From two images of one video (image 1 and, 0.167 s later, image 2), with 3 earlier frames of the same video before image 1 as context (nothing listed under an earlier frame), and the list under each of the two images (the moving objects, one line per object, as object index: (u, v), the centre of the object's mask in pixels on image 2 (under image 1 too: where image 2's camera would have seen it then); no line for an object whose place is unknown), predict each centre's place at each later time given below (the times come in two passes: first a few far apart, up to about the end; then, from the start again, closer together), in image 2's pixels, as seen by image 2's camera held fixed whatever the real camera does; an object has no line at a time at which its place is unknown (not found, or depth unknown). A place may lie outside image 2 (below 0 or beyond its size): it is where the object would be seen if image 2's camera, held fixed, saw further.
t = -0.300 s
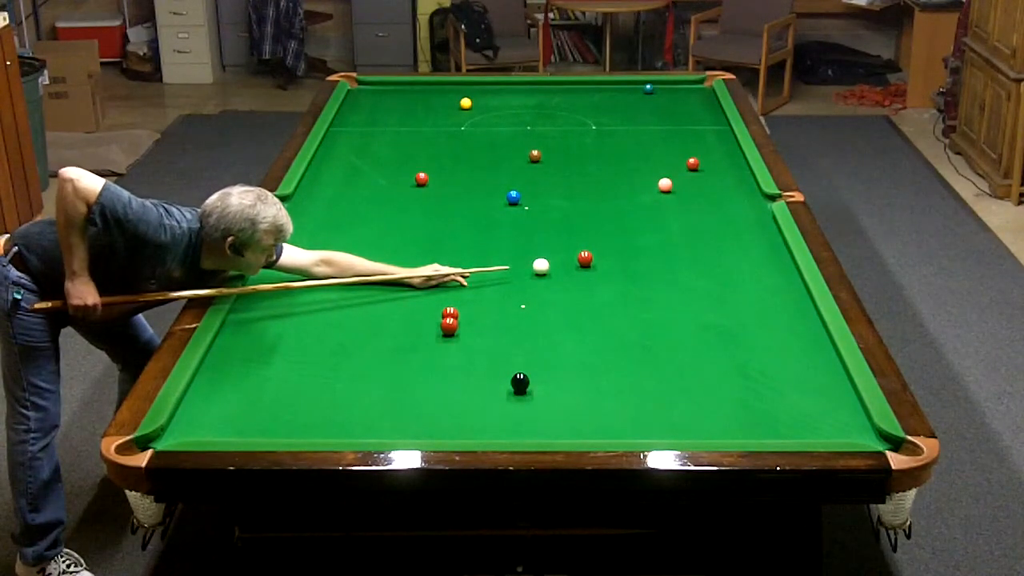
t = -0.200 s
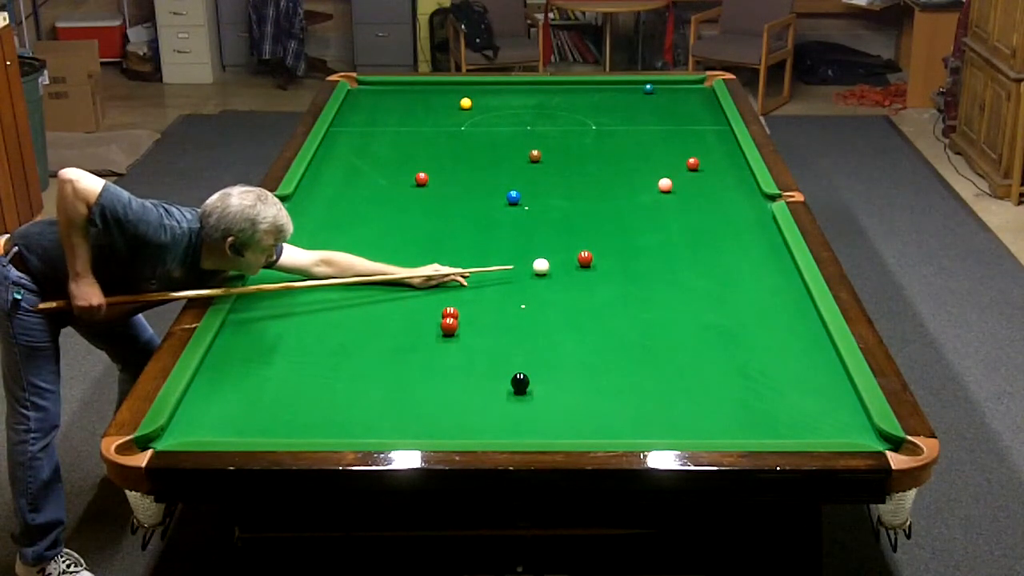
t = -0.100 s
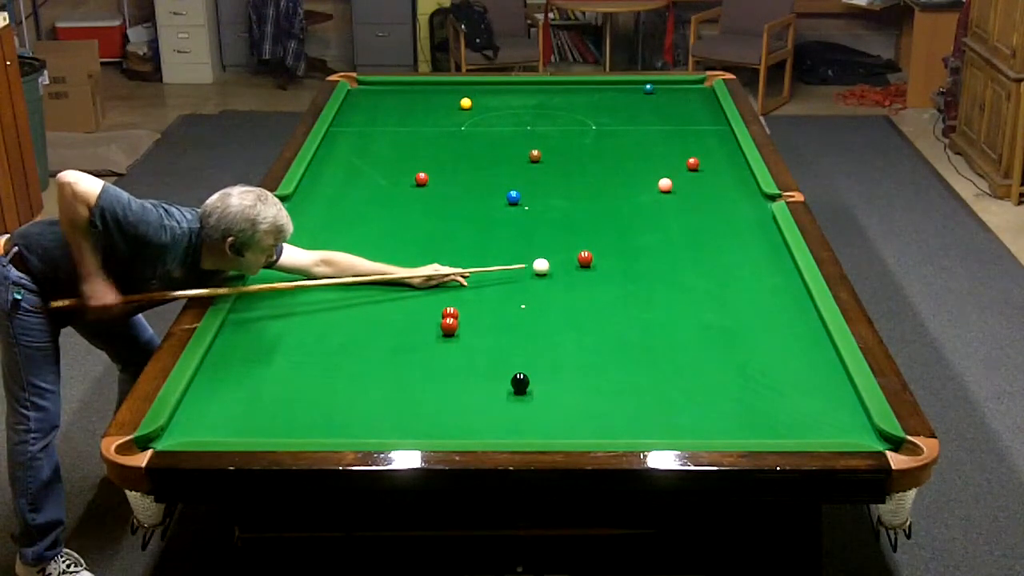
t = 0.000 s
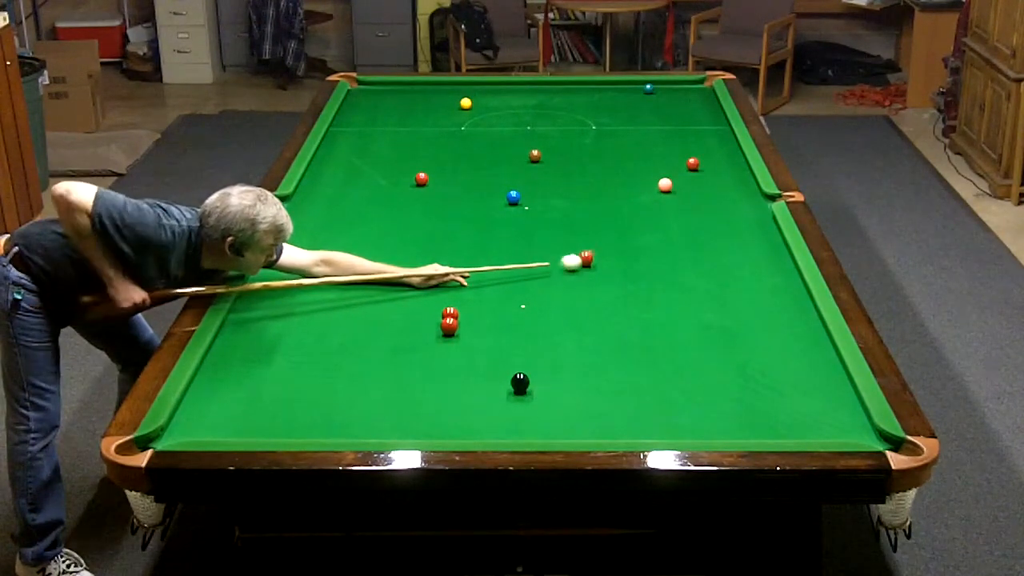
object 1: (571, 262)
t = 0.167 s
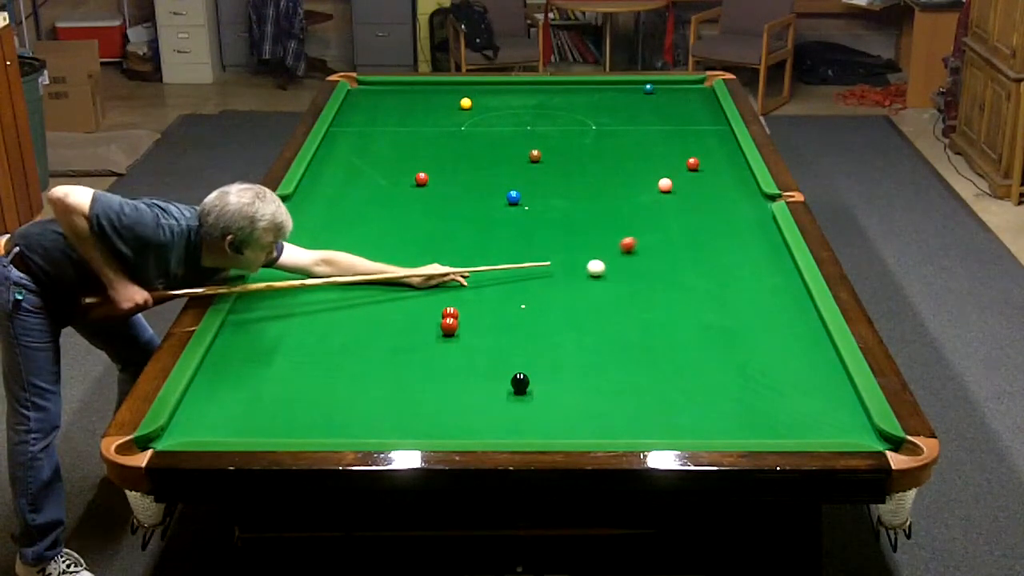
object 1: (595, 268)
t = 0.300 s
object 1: (616, 271)
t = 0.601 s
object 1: (661, 280)
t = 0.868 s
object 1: (699, 287)
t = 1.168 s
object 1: (741, 294)
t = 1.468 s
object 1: (780, 302)
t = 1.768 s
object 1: (804, 308)
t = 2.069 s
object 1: (786, 314)
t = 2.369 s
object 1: (769, 319)
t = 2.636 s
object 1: (755, 323)
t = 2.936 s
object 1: (741, 326)
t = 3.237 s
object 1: (729, 329)
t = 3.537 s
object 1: (719, 331)
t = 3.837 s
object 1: (712, 333)
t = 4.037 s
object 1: (709, 334)
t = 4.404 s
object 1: (705, 335)
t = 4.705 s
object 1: (705, 335)
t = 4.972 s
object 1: (705, 335)
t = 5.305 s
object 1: (705, 335)
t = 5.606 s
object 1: (705, 335)
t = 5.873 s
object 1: (705, 335)
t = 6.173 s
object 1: (705, 335)
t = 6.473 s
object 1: (705, 335)
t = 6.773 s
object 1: (705, 335)
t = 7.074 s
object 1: (705, 335)
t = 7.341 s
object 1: (705, 335)
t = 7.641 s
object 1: (705, 334)
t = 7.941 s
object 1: (705, 335)
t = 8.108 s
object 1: (705, 335)
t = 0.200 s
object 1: (601, 268)
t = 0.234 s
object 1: (606, 269)
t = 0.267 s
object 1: (611, 271)
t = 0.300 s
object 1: (616, 271)
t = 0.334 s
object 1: (621, 272)
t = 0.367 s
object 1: (626, 273)
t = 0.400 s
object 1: (631, 274)
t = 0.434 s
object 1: (636, 275)
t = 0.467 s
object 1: (641, 276)
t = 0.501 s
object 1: (646, 277)
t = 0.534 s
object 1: (651, 278)
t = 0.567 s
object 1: (656, 279)
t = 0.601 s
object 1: (661, 280)
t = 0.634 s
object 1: (665, 280)
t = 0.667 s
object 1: (670, 281)
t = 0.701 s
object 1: (675, 282)
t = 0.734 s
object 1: (680, 283)
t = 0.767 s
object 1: (685, 284)
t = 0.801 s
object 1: (690, 285)
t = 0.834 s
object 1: (694, 286)
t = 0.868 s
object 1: (699, 287)
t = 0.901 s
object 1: (704, 287)
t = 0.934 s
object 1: (708, 288)
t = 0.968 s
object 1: (713, 289)
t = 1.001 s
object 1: (718, 290)
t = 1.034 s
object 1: (722, 291)
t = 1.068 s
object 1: (727, 292)
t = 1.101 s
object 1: (732, 293)
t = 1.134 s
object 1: (736, 293)
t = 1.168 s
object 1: (741, 294)
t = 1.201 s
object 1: (745, 295)
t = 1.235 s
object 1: (750, 296)
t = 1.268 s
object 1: (754, 297)
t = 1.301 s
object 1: (759, 298)
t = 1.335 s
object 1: (763, 298)
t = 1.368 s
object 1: (767, 299)
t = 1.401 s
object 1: (771, 300)
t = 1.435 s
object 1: (776, 301)
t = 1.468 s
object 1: (780, 302)
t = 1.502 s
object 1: (784, 302)
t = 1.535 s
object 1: (788, 303)
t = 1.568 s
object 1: (792, 304)
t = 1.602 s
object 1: (797, 304)
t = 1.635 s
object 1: (800, 305)
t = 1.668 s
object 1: (805, 306)
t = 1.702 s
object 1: (808, 307)
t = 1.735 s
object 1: (806, 307)
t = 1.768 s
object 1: (804, 308)
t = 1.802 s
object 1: (803, 309)
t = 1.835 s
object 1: (800, 309)
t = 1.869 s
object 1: (798, 310)
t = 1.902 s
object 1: (796, 311)
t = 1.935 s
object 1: (794, 311)
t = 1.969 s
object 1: (792, 312)
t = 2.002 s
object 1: (790, 313)
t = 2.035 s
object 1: (788, 313)
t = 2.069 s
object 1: (786, 314)
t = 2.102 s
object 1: (784, 315)
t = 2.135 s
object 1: (782, 315)
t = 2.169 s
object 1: (780, 316)
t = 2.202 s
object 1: (778, 316)
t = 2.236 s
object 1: (776, 317)
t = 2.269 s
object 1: (774, 317)
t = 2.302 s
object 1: (772, 318)
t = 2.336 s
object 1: (771, 318)
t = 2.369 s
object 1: (769, 319)
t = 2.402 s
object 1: (767, 320)
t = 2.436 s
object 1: (765, 320)
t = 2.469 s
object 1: (764, 321)
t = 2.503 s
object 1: (762, 321)
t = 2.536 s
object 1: (760, 322)
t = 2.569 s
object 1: (759, 322)
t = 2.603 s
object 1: (757, 322)
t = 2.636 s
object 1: (755, 323)
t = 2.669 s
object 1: (753, 323)
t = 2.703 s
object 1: (752, 324)
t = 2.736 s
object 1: (750, 324)
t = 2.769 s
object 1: (748, 324)
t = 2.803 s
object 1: (747, 325)
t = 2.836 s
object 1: (745, 325)
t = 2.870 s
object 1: (744, 325)
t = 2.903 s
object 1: (742, 326)
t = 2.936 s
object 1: (741, 326)
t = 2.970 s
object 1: (739, 327)
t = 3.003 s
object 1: (738, 327)
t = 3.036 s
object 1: (737, 327)
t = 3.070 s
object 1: (735, 328)
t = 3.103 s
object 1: (734, 328)
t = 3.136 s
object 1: (732, 328)
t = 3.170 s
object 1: (731, 329)
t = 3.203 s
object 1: (730, 329)
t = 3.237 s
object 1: (729, 329)
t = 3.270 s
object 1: (728, 329)
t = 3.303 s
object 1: (726, 330)
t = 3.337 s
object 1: (725, 330)
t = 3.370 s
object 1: (724, 330)
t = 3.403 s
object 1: (723, 330)
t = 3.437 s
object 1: (722, 331)
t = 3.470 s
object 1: (721, 331)
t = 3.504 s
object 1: (720, 331)
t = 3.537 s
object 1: (719, 331)
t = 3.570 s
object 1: (718, 332)
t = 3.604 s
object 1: (717, 332)
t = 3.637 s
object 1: (716, 332)
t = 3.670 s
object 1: (715, 332)
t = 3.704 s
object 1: (715, 332)
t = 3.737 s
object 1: (714, 333)
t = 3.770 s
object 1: (713, 333)
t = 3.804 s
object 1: (713, 333)
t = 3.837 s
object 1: (712, 333)
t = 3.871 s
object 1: (711, 333)
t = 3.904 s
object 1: (711, 334)
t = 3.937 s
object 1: (710, 334)
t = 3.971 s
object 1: (709, 329)
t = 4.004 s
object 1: (708, 331)
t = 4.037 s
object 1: (709, 334)
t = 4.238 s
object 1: (703, 333)
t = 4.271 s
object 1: (705, 334)
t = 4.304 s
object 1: (705, 335)
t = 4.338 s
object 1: (705, 335)
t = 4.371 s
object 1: (705, 335)
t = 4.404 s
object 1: (705, 335)
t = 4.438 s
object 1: (705, 335)
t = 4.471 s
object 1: (705, 335)
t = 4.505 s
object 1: (705, 335)
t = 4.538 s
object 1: (705, 335)
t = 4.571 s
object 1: (705, 335)
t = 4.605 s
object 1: (705, 335)
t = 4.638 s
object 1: (705, 335)
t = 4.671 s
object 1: (705, 335)
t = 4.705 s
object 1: (705, 335)
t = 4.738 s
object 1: (705, 335)
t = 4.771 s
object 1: (705, 335)
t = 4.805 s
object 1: (705, 335)
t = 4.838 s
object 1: (705, 335)
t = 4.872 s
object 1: (705, 335)
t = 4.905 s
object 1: (705, 335)
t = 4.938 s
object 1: (705, 335)
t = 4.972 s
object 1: (705, 335)
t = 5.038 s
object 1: (705, 335)
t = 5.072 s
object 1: (705, 335)
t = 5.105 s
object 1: (705, 335)
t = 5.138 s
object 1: (705, 335)
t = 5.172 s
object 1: (705, 335)
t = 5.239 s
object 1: (705, 335)
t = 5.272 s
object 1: (705, 335)
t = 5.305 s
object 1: (705, 335)
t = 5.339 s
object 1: (705, 335)
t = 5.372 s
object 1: (705, 335)
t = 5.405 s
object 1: (705, 335)
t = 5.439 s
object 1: (705, 335)
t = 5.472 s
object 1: (705, 335)
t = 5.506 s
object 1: (705, 335)
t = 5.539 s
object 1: (705, 335)
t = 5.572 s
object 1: (705, 335)
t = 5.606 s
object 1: (705, 335)
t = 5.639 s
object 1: (705, 335)
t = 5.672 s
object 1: (705, 335)
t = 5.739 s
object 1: (705, 335)
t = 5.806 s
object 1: (705, 335)
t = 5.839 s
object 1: (705, 335)
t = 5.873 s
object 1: (705, 335)
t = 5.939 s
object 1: (705, 335)
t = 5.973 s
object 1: (705, 335)
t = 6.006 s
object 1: (705, 335)
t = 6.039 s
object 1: (705, 335)
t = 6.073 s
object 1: (705, 335)
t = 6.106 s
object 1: (705, 335)
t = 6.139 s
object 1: (705, 335)
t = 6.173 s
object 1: (705, 335)
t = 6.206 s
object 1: (705, 335)
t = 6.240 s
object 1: (705, 335)
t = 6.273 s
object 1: (705, 335)
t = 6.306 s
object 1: (705, 335)
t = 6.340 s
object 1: (705, 335)
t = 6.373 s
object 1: (705, 335)
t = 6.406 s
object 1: (705, 335)
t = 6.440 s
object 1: (705, 335)
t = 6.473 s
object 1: (705, 335)
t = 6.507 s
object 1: (705, 335)
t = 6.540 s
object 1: (705, 335)
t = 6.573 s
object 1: (705, 335)
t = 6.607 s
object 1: (705, 335)
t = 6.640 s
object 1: (705, 335)
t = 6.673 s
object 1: (705, 335)
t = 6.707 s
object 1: (705, 335)
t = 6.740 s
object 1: (705, 335)
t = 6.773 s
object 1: (705, 335)
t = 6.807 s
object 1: (705, 335)
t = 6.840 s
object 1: (705, 335)
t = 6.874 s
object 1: (705, 335)
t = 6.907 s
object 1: (705, 335)
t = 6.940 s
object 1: (705, 335)
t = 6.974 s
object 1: (705, 335)
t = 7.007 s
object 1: (705, 335)
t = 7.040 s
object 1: (705, 335)
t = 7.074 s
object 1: (705, 335)
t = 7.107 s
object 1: (705, 334)
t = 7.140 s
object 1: (705, 335)
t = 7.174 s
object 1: (705, 334)
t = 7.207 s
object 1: (705, 335)
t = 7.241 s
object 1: (705, 335)
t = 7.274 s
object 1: (705, 335)
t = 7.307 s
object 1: (705, 335)
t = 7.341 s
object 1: (705, 335)
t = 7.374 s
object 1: (705, 335)
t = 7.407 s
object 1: (705, 335)
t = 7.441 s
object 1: (705, 335)
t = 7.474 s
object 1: (705, 335)
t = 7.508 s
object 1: (705, 335)
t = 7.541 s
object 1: (705, 335)
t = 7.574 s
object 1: (705, 335)
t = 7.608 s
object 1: (705, 335)
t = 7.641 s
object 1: (705, 334)
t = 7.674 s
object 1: (705, 335)
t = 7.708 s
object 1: (705, 335)
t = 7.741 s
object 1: (705, 335)
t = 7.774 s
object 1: (705, 335)
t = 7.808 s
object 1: (705, 335)
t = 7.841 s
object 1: (705, 335)
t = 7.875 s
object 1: (705, 335)
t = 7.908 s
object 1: (705, 335)
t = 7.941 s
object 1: (705, 335)
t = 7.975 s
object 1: (705, 335)
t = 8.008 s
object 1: (705, 335)
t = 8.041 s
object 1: (705, 335)
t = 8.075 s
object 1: (705, 335)
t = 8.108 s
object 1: (705, 335)
